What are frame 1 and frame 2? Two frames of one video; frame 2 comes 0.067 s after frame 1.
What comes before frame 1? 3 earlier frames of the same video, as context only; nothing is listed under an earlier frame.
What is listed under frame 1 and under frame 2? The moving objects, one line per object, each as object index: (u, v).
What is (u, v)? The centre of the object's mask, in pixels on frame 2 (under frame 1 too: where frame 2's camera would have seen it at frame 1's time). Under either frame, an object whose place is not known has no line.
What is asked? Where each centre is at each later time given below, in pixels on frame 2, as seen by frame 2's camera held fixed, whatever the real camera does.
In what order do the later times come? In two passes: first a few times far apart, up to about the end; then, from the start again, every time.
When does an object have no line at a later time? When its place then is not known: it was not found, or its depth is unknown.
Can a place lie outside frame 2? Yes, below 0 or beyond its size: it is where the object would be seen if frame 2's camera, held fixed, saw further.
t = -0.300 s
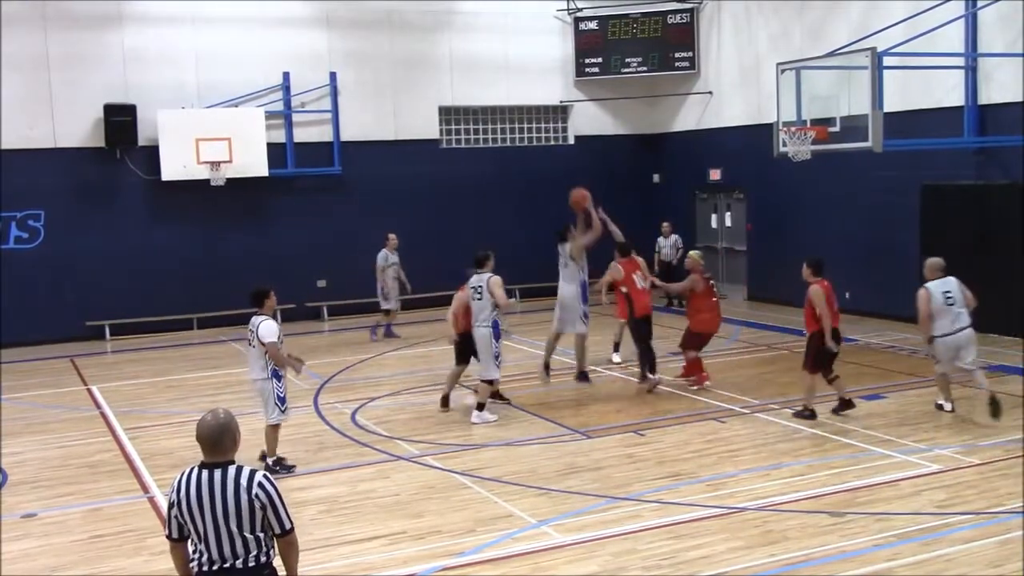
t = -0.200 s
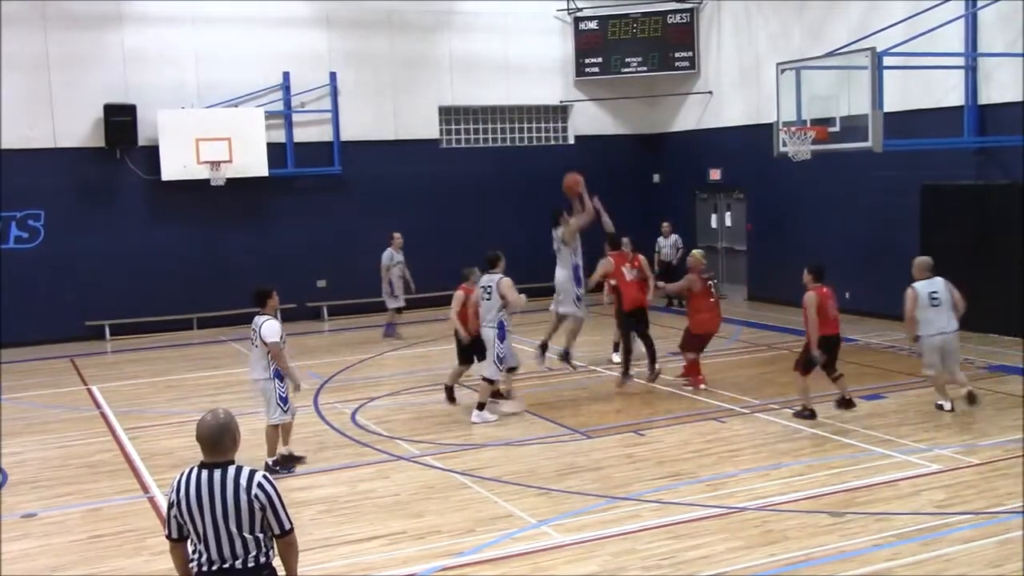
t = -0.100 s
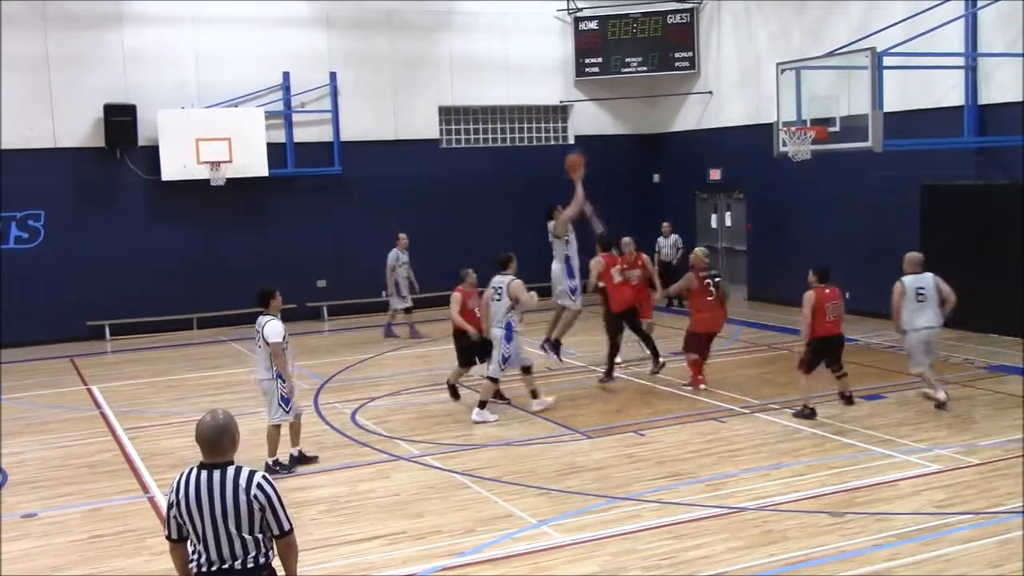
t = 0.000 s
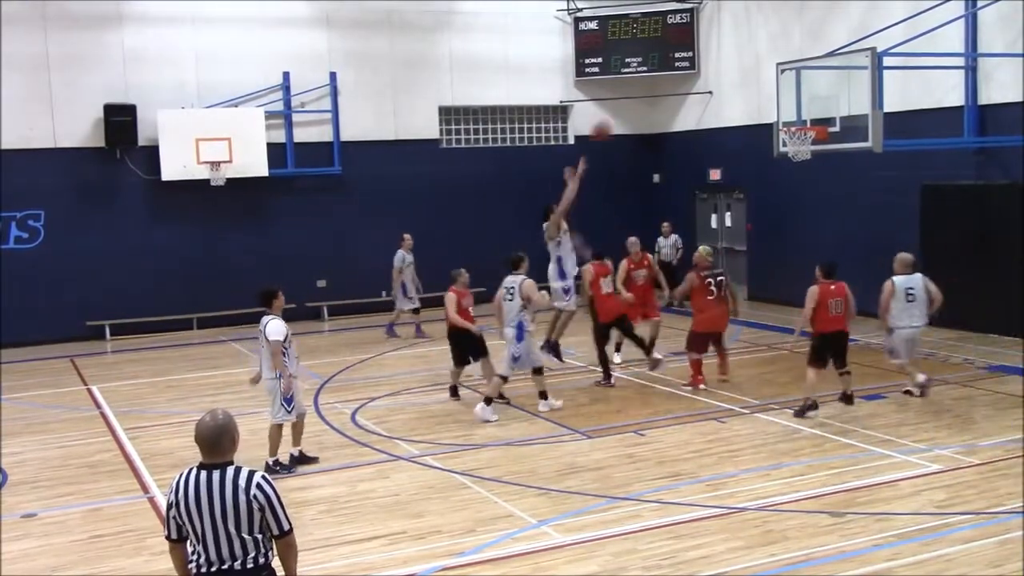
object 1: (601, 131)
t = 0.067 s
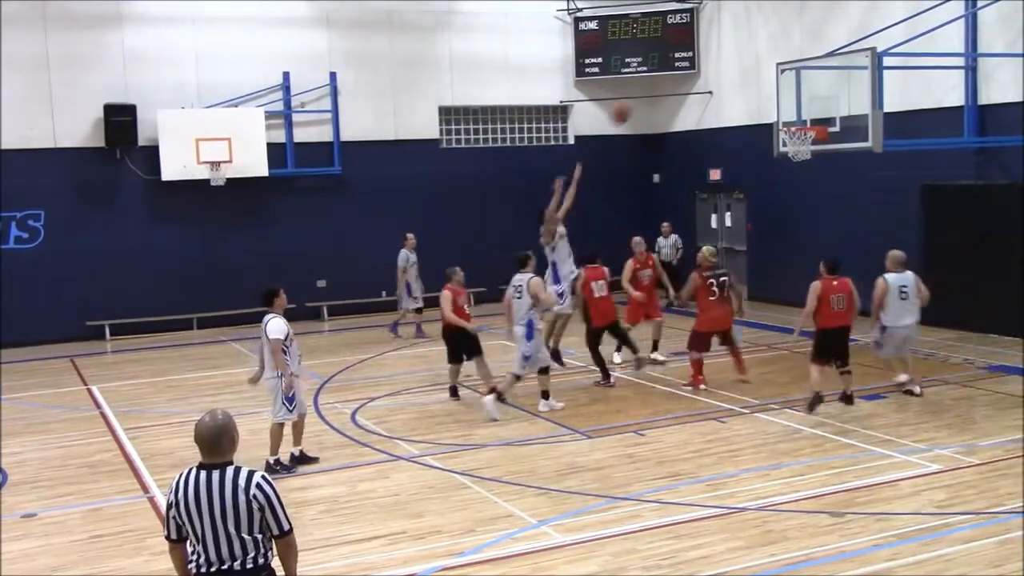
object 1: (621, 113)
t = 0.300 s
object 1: (688, 83)
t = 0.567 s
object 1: (761, 96)
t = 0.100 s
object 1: (632, 106)
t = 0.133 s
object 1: (640, 100)
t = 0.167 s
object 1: (649, 95)
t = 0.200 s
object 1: (659, 89)
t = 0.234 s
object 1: (669, 86)
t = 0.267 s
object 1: (678, 84)
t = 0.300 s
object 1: (688, 83)
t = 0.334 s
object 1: (698, 80)
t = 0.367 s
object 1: (708, 79)
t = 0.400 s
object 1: (716, 80)
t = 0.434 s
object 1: (725, 81)
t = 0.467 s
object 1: (734, 84)
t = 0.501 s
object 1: (743, 87)
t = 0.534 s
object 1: (752, 91)
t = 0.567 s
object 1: (761, 96)
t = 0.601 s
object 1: (770, 102)
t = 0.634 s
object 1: (779, 109)
